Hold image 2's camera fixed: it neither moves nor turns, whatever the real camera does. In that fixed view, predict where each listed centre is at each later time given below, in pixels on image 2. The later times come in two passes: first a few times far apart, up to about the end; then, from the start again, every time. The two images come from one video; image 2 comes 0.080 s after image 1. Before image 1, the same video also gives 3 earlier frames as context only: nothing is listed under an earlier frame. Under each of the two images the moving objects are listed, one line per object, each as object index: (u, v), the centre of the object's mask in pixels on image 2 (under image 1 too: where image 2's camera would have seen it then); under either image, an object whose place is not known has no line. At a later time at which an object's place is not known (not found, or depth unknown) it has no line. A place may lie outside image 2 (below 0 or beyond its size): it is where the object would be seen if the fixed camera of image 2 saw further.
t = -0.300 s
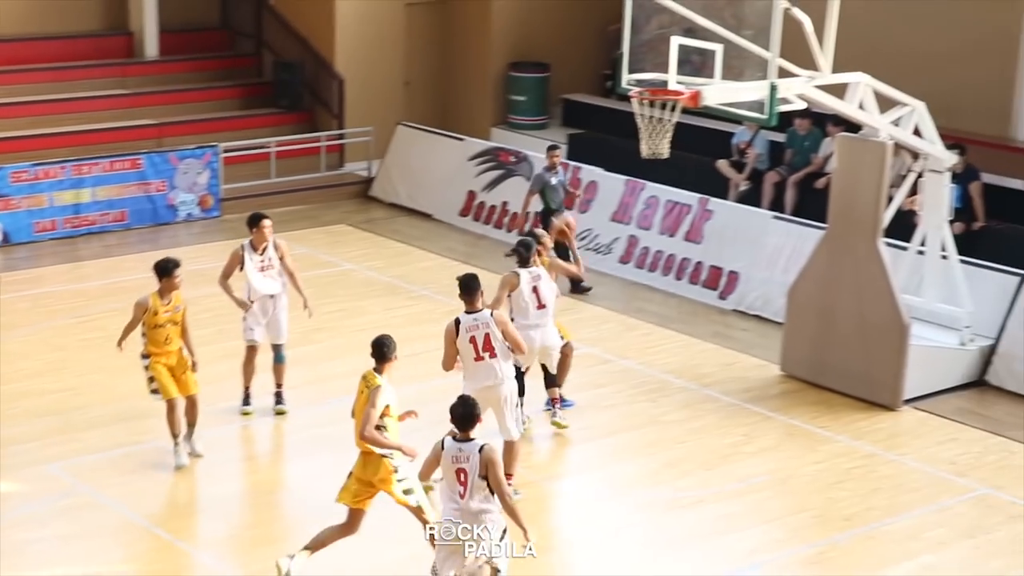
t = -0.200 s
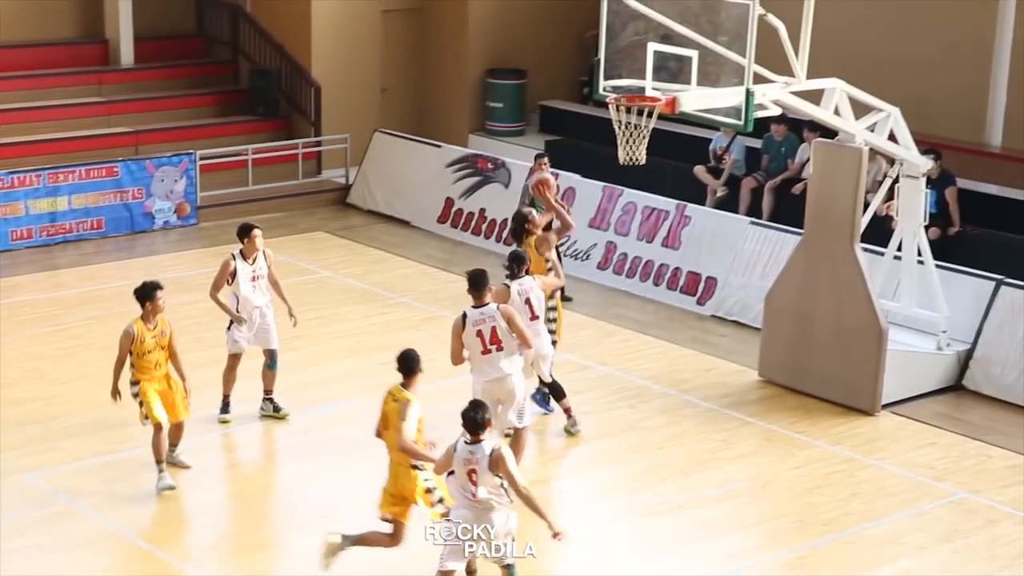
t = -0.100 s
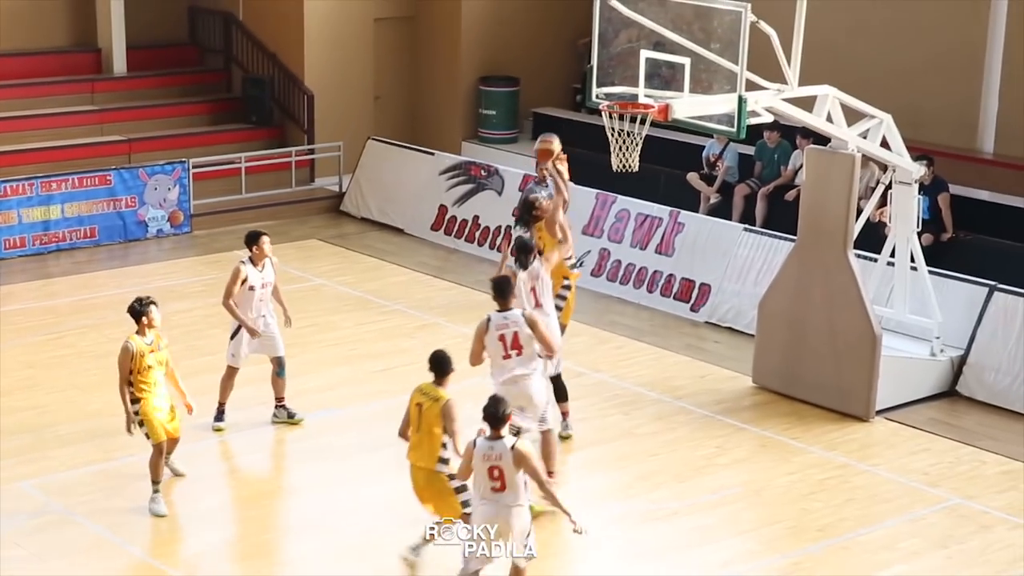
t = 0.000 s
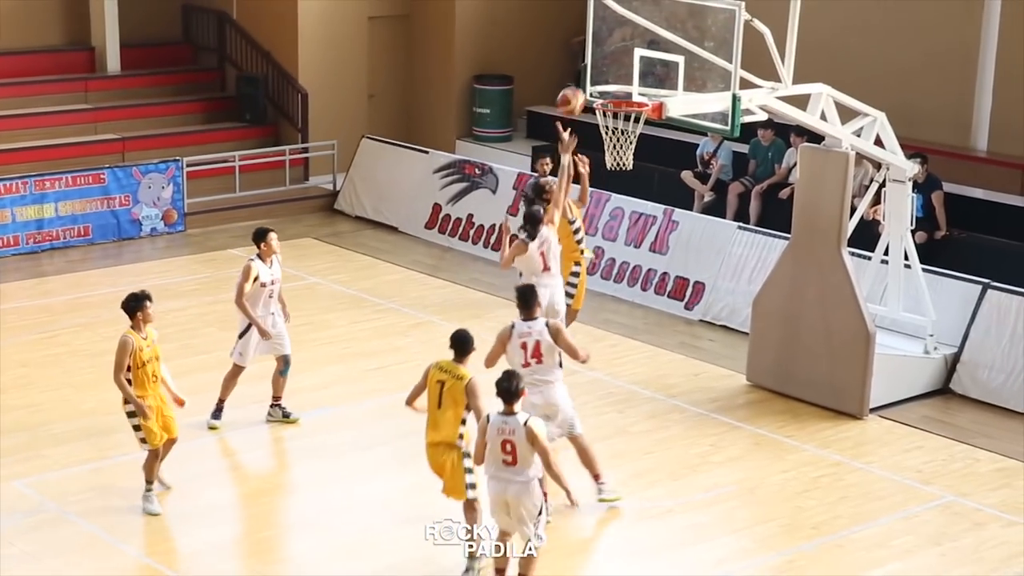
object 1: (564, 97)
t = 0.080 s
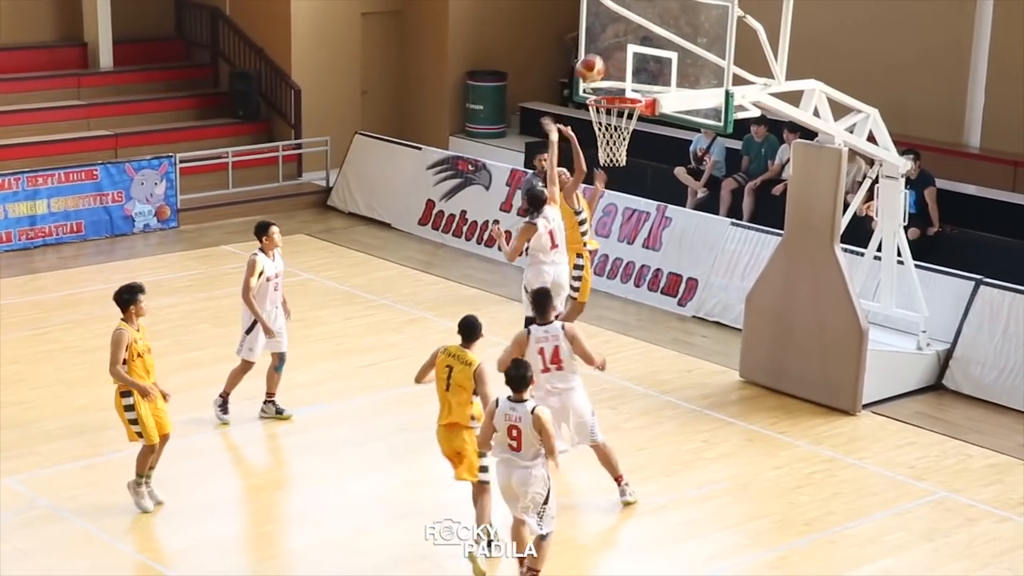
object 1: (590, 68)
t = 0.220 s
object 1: (609, 49)
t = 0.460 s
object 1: (608, 83)
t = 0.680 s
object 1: (624, 93)
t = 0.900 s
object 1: (611, 100)
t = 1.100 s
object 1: (624, 129)
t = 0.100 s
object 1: (597, 62)
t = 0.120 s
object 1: (603, 57)
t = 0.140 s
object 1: (608, 52)
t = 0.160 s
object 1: (609, 51)
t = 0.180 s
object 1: (608, 50)
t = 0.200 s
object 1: (608, 49)
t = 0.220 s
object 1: (609, 49)
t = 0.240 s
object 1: (609, 49)
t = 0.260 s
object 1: (609, 50)
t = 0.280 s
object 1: (609, 52)
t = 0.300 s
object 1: (609, 53)
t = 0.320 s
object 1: (609, 56)
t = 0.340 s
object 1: (608, 58)
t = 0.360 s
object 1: (608, 61)
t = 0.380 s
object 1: (609, 64)
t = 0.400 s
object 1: (609, 68)
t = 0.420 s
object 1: (608, 72)
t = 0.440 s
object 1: (608, 78)
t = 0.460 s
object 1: (608, 83)
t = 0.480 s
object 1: (608, 88)
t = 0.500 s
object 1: (608, 93)
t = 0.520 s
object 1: (610, 92)
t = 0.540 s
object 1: (612, 90)
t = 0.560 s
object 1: (614, 90)
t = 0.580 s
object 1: (615, 90)
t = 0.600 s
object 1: (617, 90)
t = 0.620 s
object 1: (619, 90)
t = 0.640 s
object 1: (621, 91)
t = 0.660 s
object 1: (623, 92)
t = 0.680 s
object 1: (624, 93)
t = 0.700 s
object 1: (621, 92)
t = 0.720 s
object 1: (619, 92)
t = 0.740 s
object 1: (618, 92)
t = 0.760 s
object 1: (616, 93)
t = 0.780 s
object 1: (613, 94)
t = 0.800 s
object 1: (611, 95)
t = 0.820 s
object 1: (609, 96)
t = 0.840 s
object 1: (608, 98)
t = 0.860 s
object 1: (609, 99)
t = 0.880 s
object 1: (610, 100)
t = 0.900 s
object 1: (611, 100)
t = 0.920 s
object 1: (613, 98)
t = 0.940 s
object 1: (614, 98)
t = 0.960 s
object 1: (615, 105)
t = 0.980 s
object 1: (619, 105)
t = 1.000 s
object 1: (619, 111)
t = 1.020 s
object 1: (620, 116)
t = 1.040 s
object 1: (622, 119)
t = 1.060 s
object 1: (623, 122)
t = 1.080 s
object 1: (623, 122)
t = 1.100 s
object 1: (624, 129)
